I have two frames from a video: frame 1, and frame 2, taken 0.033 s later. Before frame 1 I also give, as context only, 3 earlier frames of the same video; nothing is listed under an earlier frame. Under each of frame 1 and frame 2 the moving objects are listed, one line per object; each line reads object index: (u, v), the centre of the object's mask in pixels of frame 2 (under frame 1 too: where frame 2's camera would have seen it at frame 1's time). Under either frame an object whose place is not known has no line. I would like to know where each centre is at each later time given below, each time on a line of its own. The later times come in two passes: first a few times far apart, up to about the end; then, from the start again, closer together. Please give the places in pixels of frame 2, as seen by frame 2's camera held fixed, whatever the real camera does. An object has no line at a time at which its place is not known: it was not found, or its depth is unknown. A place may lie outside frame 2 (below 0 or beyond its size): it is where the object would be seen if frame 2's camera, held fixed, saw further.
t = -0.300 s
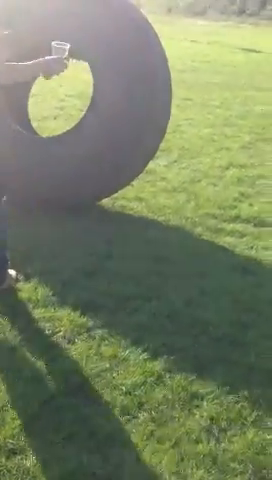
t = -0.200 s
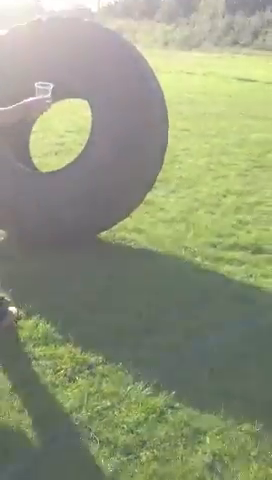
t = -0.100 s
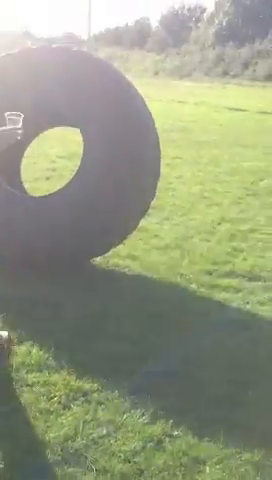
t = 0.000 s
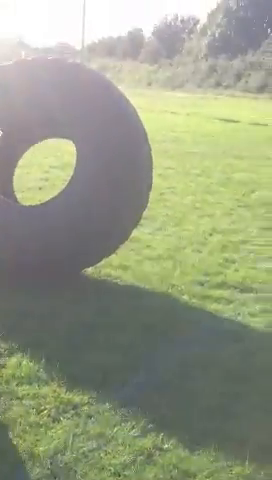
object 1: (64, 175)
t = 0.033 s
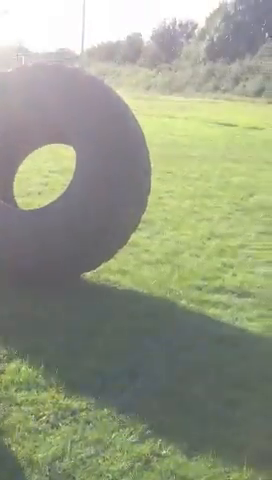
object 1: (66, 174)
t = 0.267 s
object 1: (60, 176)
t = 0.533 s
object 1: (57, 178)
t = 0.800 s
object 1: (59, 197)
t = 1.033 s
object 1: (67, 219)
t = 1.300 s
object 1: (72, 218)
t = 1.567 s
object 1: (72, 216)
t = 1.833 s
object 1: (71, 217)
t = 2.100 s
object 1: (73, 218)
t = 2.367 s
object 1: (74, 217)
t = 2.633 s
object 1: (77, 217)
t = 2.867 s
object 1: (77, 217)
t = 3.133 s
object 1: (73, 216)
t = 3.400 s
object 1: (73, 217)
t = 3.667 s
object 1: (75, 217)
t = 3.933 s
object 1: (73, 217)
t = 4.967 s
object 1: (72, 218)
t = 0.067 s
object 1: (67, 173)
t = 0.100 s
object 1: (66, 172)
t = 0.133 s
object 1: (64, 173)
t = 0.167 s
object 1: (63, 173)
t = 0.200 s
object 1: (62, 173)
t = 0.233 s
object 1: (61, 176)
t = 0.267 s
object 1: (60, 176)
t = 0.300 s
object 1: (60, 174)
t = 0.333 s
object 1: (60, 175)
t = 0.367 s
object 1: (60, 176)
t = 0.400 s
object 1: (60, 175)
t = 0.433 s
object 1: (59, 175)
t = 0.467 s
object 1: (57, 176)
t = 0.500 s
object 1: (57, 177)
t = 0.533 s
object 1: (57, 178)
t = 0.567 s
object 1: (56, 179)
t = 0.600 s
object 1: (57, 180)
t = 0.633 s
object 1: (57, 183)
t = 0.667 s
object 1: (58, 186)
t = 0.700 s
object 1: (58, 187)
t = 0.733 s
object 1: (59, 189)
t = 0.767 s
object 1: (58, 192)
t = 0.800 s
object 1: (59, 197)
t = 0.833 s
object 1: (60, 202)
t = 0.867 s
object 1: (62, 206)
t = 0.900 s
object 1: (63, 212)
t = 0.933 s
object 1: (64, 219)
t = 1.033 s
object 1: (67, 219)
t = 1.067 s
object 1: (68, 219)
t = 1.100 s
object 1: (70, 218)
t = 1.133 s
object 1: (70, 218)
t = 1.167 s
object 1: (71, 218)
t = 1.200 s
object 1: (71, 218)
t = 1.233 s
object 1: (72, 218)
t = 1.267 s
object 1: (72, 218)
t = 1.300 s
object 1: (72, 218)
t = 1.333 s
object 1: (72, 217)
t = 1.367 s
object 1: (71, 218)
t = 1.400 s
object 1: (71, 218)
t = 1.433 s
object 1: (71, 217)
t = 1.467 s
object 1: (71, 217)
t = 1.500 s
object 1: (71, 217)
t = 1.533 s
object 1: (71, 216)
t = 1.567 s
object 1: (72, 216)
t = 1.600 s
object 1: (72, 217)
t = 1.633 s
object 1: (72, 217)
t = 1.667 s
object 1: (72, 217)
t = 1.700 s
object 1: (71, 217)
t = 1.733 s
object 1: (71, 217)
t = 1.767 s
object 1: (71, 217)
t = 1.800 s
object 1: (71, 217)
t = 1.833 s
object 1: (71, 217)
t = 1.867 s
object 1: (71, 217)
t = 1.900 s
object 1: (71, 218)
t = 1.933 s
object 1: (71, 218)
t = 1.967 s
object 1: (72, 218)
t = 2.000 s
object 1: (72, 218)
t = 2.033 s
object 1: (72, 217)
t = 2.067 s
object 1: (72, 217)
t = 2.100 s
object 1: (73, 218)
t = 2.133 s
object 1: (72, 217)
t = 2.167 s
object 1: (73, 218)
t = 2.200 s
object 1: (73, 217)
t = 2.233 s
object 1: (74, 217)
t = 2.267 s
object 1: (73, 217)
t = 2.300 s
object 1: (73, 217)
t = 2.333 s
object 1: (74, 217)
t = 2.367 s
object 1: (74, 217)
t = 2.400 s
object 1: (74, 217)
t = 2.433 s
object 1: (74, 217)
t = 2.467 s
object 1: (74, 218)
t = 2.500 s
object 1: (75, 217)
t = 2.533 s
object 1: (76, 218)
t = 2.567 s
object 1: (77, 218)
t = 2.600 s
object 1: (77, 218)
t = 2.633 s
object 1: (77, 217)
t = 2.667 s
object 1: (77, 217)
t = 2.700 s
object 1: (77, 217)
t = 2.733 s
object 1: (77, 217)
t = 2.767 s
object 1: (77, 217)
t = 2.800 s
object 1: (76, 217)
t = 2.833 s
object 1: (77, 217)
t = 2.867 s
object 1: (77, 217)
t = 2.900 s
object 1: (77, 217)
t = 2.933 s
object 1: (76, 217)
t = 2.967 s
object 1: (76, 217)
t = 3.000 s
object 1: (76, 216)
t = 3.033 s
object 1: (75, 217)
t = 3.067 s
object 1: (74, 217)
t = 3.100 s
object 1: (74, 216)
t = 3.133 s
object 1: (73, 216)
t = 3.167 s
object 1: (73, 216)
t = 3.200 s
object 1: (73, 216)
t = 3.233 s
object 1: (73, 216)
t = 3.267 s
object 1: (73, 217)
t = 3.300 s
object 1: (72, 216)
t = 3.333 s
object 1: (72, 217)
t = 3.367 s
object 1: (73, 217)
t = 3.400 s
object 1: (73, 217)
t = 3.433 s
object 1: (73, 216)
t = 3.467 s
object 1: (73, 217)
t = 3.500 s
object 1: (73, 217)
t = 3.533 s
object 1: (73, 218)
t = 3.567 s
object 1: (74, 217)
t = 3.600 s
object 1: (74, 218)
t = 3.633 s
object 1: (75, 217)
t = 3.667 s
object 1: (75, 217)
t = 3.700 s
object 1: (75, 218)
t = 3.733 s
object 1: (75, 218)
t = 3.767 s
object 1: (75, 218)
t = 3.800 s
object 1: (75, 217)
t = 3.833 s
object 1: (75, 217)
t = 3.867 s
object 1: (75, 217)
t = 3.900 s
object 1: (74, 217)
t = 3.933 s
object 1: (73, 217)
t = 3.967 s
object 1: (73, 218)
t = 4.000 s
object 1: (72, 218)
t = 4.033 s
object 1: (72, 217)
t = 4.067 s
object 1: (72, 217)
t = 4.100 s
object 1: (72, 217)
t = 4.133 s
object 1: (72, 216)
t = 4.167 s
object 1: (72, 216)
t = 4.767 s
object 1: (72, 219)
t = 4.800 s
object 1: (72, 218)
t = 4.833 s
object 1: (72, 219)
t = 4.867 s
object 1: (72, 219)
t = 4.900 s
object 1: (72, 218)
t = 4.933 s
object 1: (73, 218)
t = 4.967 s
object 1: (72, 218)
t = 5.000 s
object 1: (72, 218)
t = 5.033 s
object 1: (72, 218)
